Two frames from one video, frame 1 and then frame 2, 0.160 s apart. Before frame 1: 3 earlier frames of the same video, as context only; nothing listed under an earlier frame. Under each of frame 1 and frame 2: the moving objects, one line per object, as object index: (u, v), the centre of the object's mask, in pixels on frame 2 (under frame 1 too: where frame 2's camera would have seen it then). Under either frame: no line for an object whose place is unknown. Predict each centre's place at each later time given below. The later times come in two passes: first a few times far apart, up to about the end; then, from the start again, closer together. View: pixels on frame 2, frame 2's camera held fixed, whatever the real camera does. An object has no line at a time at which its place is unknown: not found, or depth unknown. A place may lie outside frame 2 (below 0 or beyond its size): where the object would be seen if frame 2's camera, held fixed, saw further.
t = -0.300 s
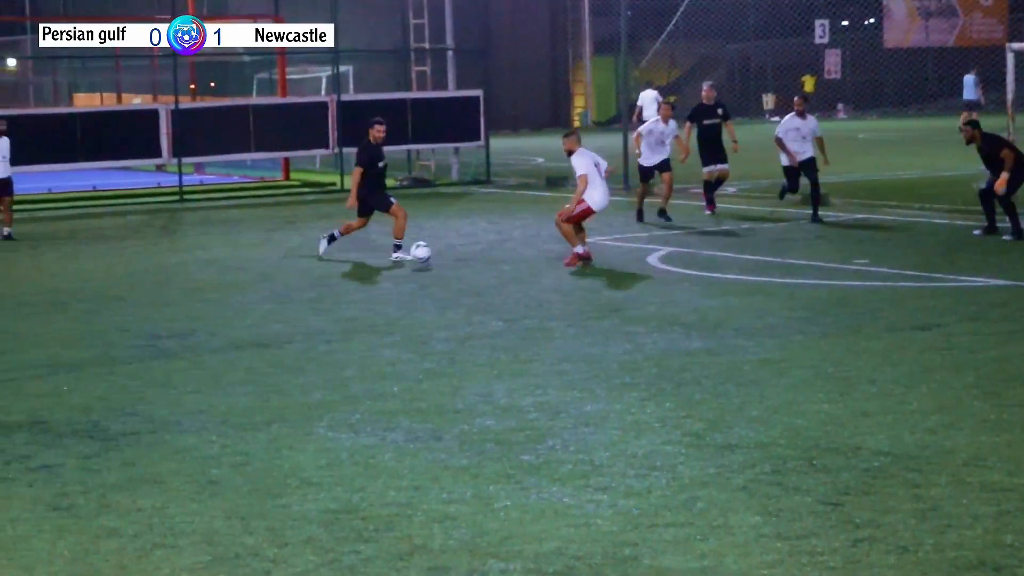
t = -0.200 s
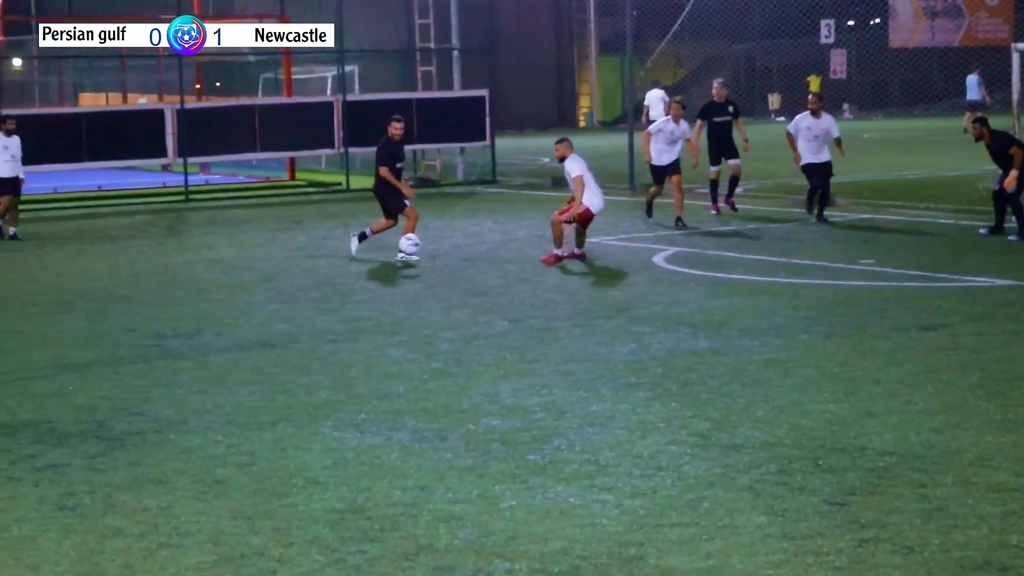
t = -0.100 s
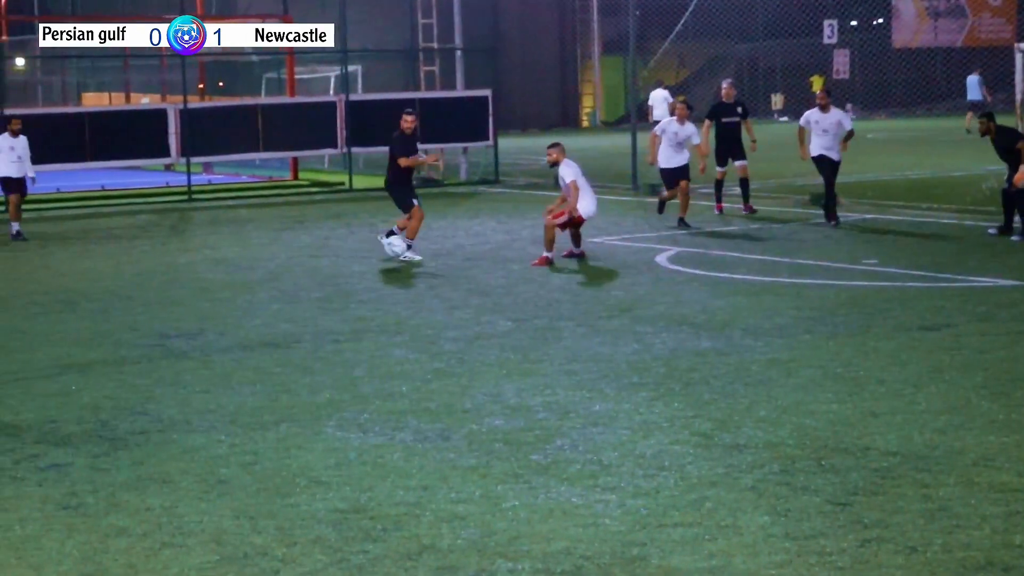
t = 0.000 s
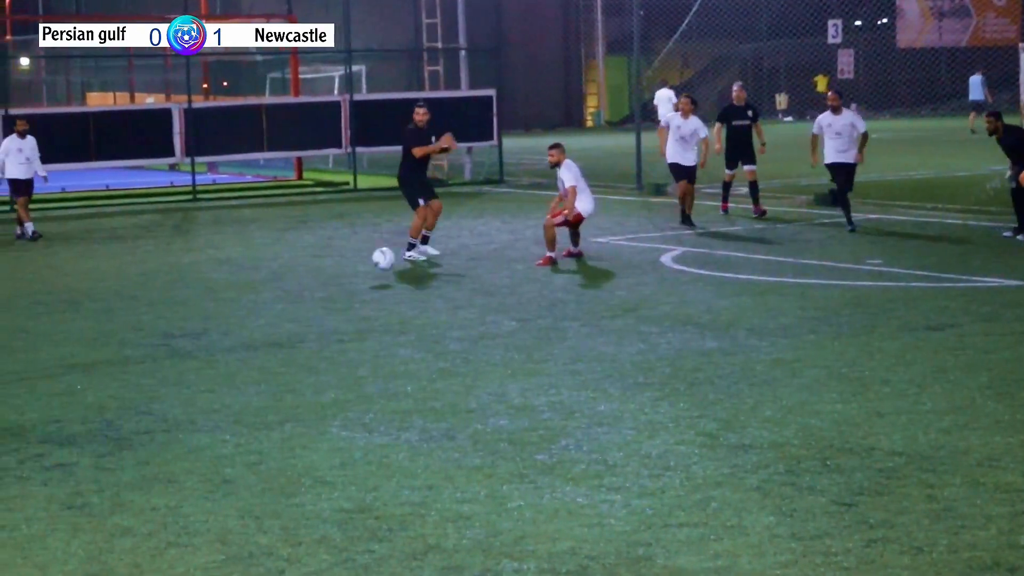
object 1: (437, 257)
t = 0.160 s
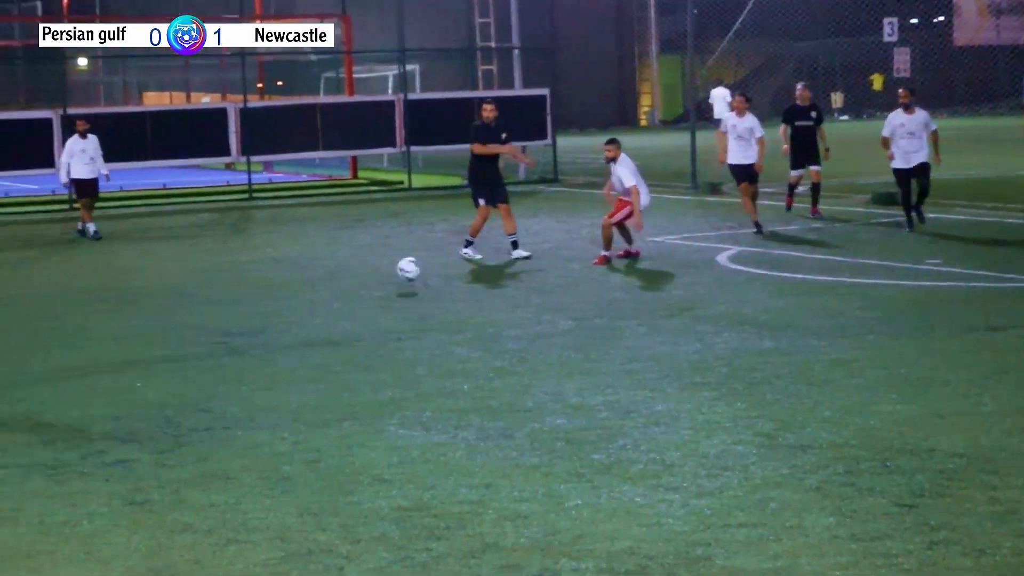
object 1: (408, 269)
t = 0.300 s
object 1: (380, 276)
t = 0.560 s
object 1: (321, 300)
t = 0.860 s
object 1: (243, 322)
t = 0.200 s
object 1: (400, 269)
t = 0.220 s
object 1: (397, 270)
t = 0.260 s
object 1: (389, 273)
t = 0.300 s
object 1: (380, 276)
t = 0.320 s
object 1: (376, 280)
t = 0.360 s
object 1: (367, 288)
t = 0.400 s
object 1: (359, 294)
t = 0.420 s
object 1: (354, 292)
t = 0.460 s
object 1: (345, 292)
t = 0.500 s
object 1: (336, 294)
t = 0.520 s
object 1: (331, 296)
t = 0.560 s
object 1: (321, 300)
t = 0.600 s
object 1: (311, 306)
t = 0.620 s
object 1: (306, 308)
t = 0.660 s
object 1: (297, 306)
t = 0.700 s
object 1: (286, 307)
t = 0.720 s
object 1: (281, 308)
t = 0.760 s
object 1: (270, 312)
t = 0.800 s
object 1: (260, 319)
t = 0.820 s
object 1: (254, 322)
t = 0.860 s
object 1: (243, 322)
